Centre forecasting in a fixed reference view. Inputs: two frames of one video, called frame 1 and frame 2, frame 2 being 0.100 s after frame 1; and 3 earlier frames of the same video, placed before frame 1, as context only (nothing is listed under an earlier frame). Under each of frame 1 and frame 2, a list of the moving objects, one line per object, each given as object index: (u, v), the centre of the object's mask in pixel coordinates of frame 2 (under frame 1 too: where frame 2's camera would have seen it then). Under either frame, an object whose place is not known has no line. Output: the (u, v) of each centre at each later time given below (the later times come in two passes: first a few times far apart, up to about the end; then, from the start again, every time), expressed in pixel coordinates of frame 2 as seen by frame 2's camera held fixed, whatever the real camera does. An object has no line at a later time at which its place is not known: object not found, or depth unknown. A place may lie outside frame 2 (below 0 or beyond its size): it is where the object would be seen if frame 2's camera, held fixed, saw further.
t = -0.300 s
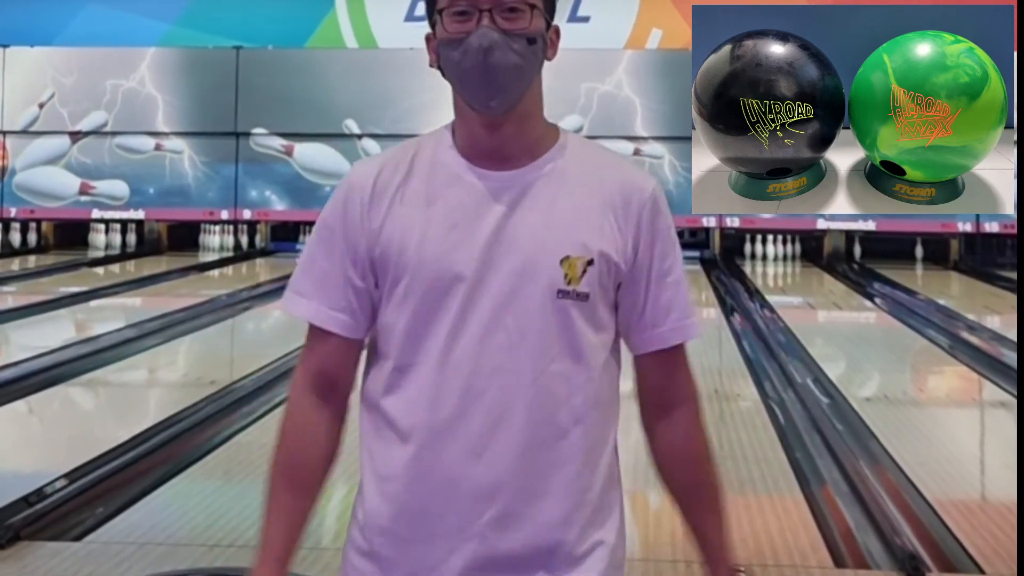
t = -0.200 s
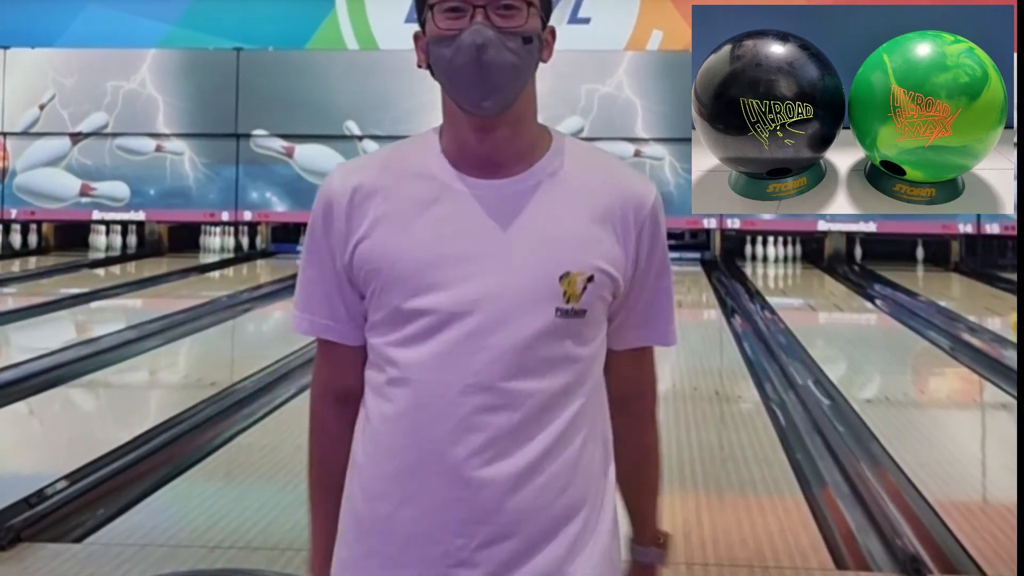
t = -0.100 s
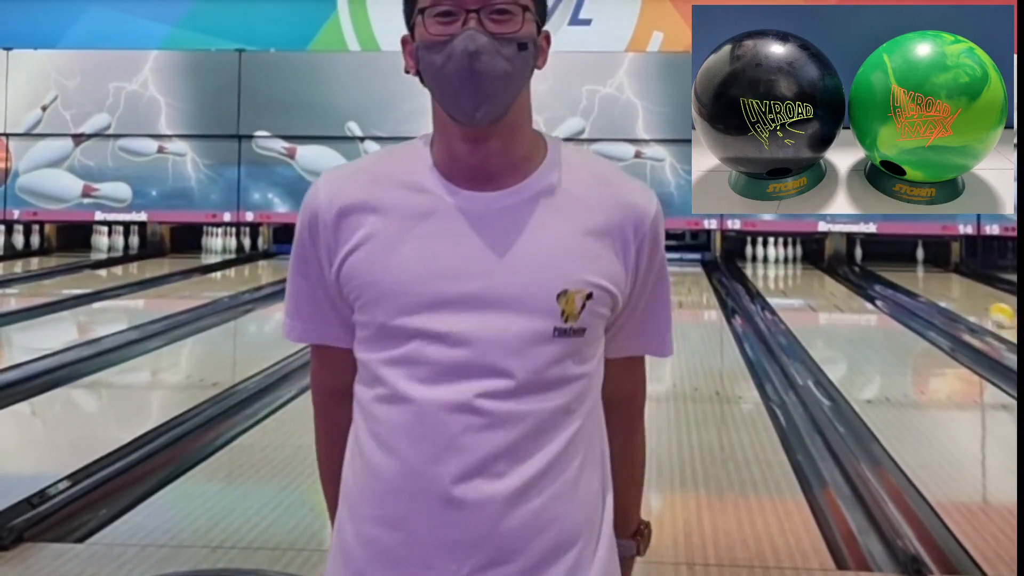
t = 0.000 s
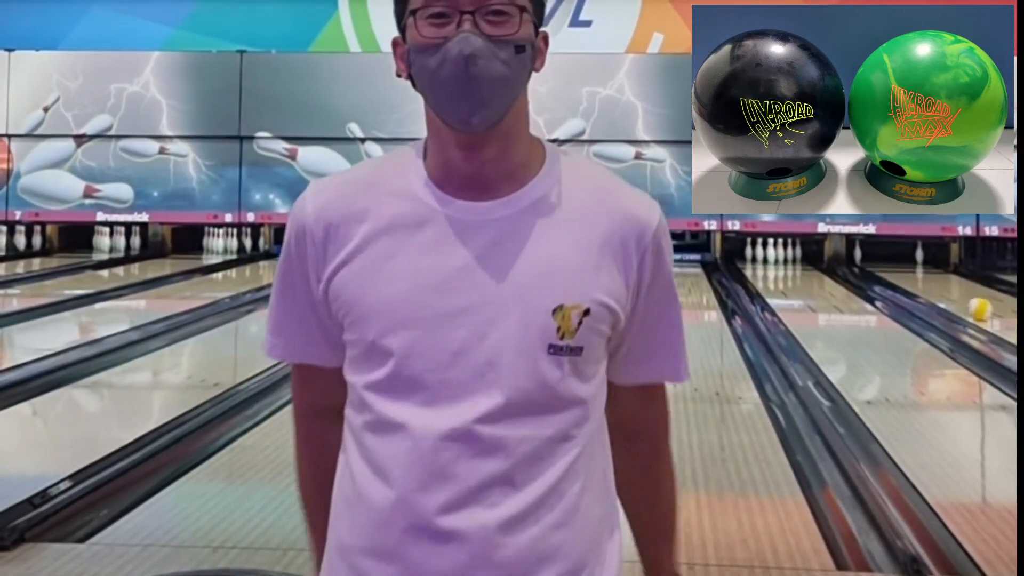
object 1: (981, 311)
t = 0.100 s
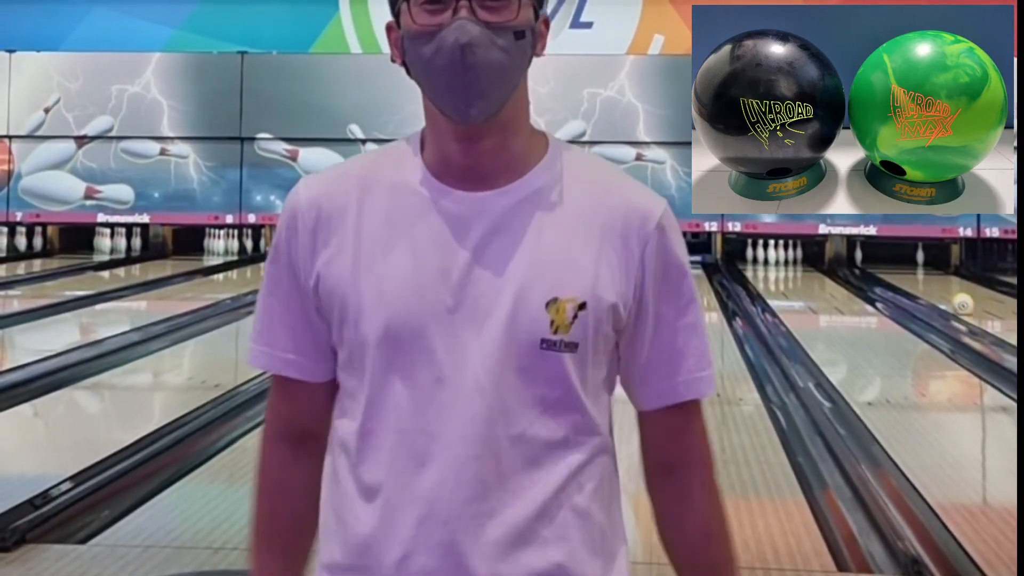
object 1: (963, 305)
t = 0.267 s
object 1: (937, 294)
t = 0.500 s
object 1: (906, 286)
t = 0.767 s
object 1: (878, 276)
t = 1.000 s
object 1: (863, 269)
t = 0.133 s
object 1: (958, 302)
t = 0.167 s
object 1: (952, 300)
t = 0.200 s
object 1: (946, 298)
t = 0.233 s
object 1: (941, 296)
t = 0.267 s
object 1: (937, 294)
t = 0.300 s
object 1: (931, 292)
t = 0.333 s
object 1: (927, 291)
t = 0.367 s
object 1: (922, 290)
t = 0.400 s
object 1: (918, 288)
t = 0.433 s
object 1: (913, 288)
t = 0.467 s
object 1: (908, 286)
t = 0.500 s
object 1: (906, 286)
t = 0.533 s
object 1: (902, 285)
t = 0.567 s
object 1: (898, 284)
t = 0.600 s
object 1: (895, 283)
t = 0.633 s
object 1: (893, 282)
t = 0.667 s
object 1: (891, 280)
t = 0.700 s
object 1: (887, 278)
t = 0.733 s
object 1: (881, 278)
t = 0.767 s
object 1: (878, 276)
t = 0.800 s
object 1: (875, 275)
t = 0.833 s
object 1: (875, 273)
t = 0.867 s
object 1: (871, 273)
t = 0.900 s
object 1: (869, 271)
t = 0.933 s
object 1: (868, 271)
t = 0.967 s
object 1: (866, 270)
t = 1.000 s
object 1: (863, 269)
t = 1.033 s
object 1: (861, 268)
